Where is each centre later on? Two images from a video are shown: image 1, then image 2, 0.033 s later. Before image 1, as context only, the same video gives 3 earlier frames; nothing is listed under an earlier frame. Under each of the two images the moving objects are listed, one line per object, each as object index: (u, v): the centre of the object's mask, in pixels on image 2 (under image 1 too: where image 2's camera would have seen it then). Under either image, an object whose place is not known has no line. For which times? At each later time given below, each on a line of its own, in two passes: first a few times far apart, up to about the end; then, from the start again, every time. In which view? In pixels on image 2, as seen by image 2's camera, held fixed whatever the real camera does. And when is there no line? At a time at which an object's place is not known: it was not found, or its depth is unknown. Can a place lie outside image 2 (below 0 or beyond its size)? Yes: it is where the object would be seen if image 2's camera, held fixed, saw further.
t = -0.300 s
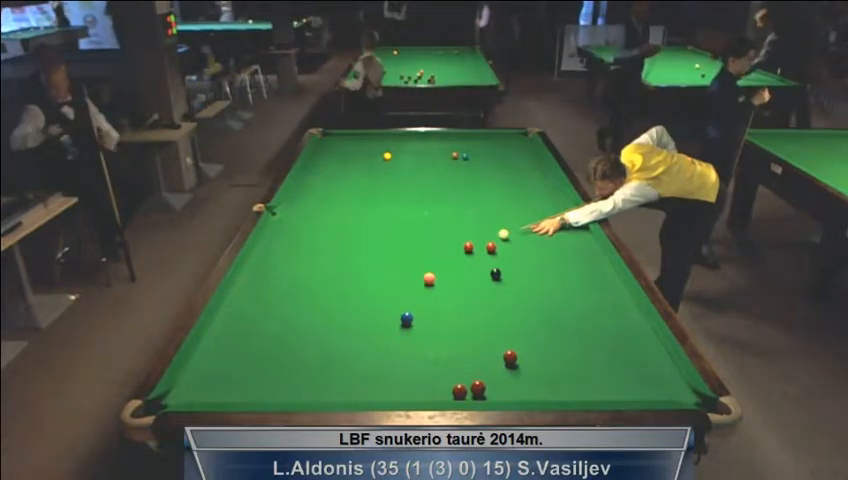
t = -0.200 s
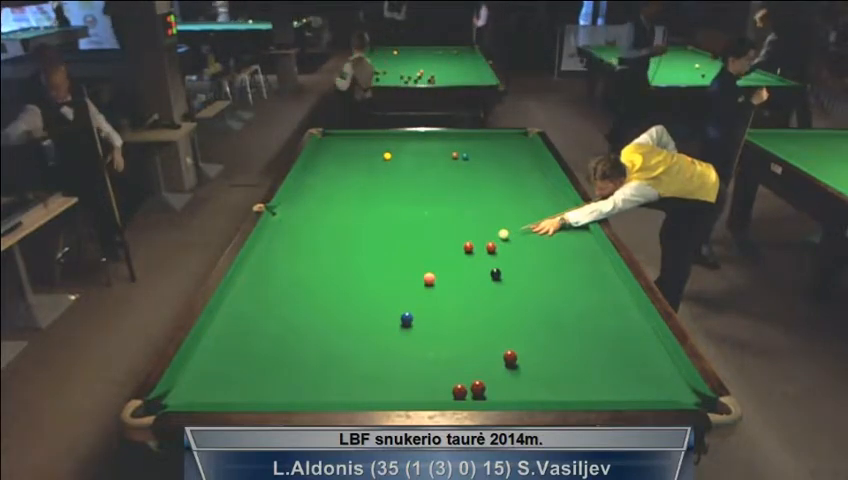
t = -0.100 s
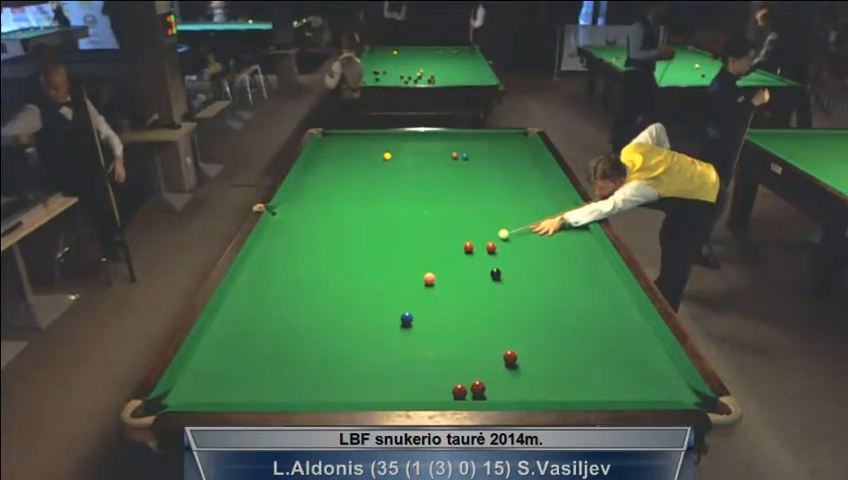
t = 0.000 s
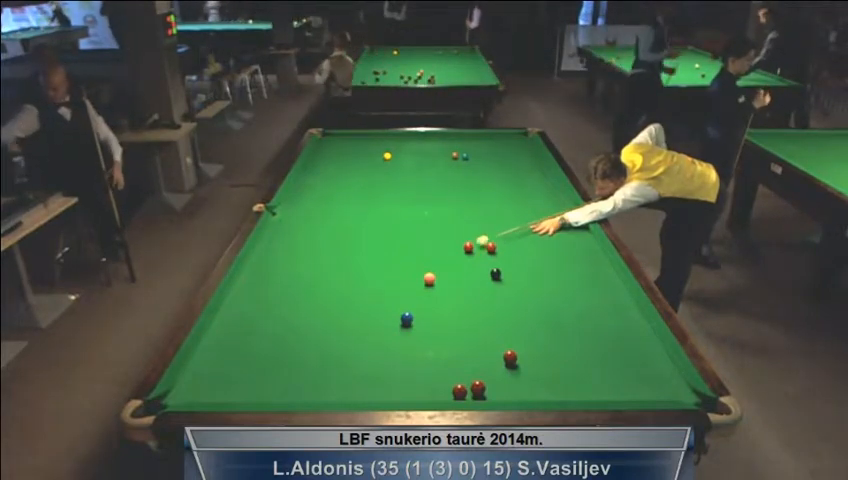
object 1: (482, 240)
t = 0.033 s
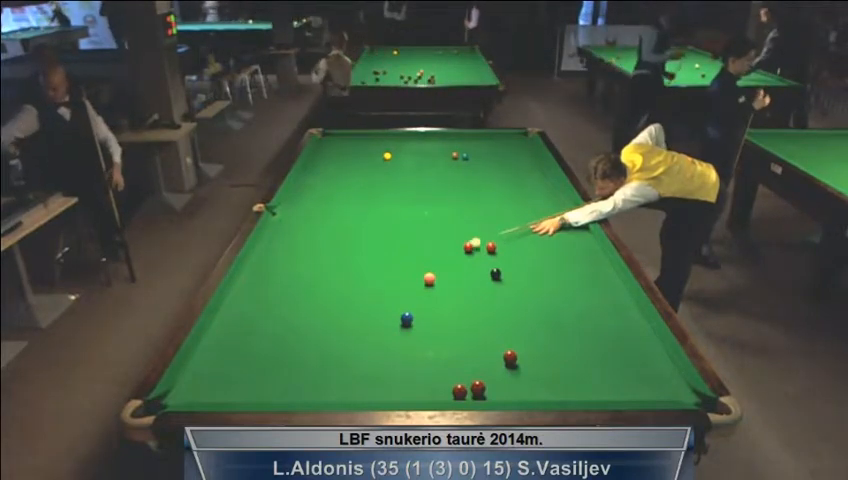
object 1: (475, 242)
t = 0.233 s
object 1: (464, 242)
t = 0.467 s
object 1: (453, 240)
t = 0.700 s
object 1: (443, 239)
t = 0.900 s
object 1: (436, 237)
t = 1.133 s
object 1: (428, 236)
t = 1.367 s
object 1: (421, 235)
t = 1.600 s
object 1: (415, 234)
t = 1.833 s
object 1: (410, 233)
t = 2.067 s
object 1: (406, 232)
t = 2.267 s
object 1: (403, 232)
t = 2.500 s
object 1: (400, 231)
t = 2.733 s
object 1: (399, 230)
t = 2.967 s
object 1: (399, 230)
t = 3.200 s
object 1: (399, 230)
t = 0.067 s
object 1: (472, 243)
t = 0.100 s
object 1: (471, 243)
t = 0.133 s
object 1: (469, 243)
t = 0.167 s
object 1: (467, 242)
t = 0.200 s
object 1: (466, 242)
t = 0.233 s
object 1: (464, 242)
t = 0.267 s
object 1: (462, 241)
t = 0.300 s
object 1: (461, 241)
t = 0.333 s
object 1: (459, 241)
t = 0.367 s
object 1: (458, 241)
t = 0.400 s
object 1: (456, 241)
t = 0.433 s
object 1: (455, 240)
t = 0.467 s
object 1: (453, 240)
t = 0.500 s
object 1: (452, 240)
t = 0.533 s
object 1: (450, 240)
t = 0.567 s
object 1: (449, 239)
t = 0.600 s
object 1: (448, 239)
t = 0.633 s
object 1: (446, 239)
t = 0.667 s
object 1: (445, 239)
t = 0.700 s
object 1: (443, 239)
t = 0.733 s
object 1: (442, 238)
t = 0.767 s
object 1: (441, 238)
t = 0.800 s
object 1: (439, 238)
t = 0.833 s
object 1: (438, 238)
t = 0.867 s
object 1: (437, 237)
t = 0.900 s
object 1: (436, 237)
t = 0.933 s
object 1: (434, 237)
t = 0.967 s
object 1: (433, 237)
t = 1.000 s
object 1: (432, 237)
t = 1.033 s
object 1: (431, 237)
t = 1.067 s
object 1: (430, 236)
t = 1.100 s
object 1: (429, 236)
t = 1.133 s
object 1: (428, 236)
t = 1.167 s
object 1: (427, 236)
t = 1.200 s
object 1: (425, 236)
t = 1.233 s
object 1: (424, 236)
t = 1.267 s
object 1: (423, 235)
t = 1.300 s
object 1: (423, 235)
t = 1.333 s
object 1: (422, 235)
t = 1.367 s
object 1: (421, 235)
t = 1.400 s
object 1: (420, 235)
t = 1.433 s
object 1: (419, 235)
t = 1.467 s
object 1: (418, 235)
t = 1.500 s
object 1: (417, 234)
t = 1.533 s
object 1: (416, 234)
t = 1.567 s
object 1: (416, 234)
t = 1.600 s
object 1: (415, 234)
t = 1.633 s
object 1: (414, 234)
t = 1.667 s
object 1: (413, 234)
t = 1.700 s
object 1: (412, 233)
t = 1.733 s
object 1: (411, 233)
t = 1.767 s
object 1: (411, 233)
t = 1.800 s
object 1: (410, 233)
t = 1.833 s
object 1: (410, 233)
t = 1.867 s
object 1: (409, 233)
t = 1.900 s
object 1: (408, 233)
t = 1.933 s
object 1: (408, 233)
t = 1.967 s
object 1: (407, 233)
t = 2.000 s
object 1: (407, 232)
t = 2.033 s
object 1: (406, 232)
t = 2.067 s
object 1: (406, 232)
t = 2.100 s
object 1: (405, 232)
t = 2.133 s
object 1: (404, 232)
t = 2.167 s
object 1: (404, 232)
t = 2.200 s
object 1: (404, 232)
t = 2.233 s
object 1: (403, 232)
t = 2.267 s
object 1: (403, 232)
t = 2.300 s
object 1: (402, 232)
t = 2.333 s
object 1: (402, 232)
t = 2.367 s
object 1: (401, 231)
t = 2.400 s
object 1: (402, 231)
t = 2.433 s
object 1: (401, 231)
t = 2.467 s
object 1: (401, 231)
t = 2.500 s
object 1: (400, 231)
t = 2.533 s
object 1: (400, 231)
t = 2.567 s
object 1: (400, 231)
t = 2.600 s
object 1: (399, 231)
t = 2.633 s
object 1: (400, 230)
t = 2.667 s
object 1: (399, 231)
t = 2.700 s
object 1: (399, 230)
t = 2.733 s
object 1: (399, 230)
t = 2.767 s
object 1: (399, 230)
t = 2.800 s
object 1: (399, 230)
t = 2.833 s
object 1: (399, 230)
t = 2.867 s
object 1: (399, 230)
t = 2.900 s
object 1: (399, 230)
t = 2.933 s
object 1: (399, 230)
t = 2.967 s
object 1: (399, 230)
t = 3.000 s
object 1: (399, 230)
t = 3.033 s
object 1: (399, 230)
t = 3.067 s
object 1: (399, 230)
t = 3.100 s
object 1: (399, 230)
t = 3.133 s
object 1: (399, 230)
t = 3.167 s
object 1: (399, 230)
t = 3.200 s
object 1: (399, 230)
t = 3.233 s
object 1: (399, 230)
